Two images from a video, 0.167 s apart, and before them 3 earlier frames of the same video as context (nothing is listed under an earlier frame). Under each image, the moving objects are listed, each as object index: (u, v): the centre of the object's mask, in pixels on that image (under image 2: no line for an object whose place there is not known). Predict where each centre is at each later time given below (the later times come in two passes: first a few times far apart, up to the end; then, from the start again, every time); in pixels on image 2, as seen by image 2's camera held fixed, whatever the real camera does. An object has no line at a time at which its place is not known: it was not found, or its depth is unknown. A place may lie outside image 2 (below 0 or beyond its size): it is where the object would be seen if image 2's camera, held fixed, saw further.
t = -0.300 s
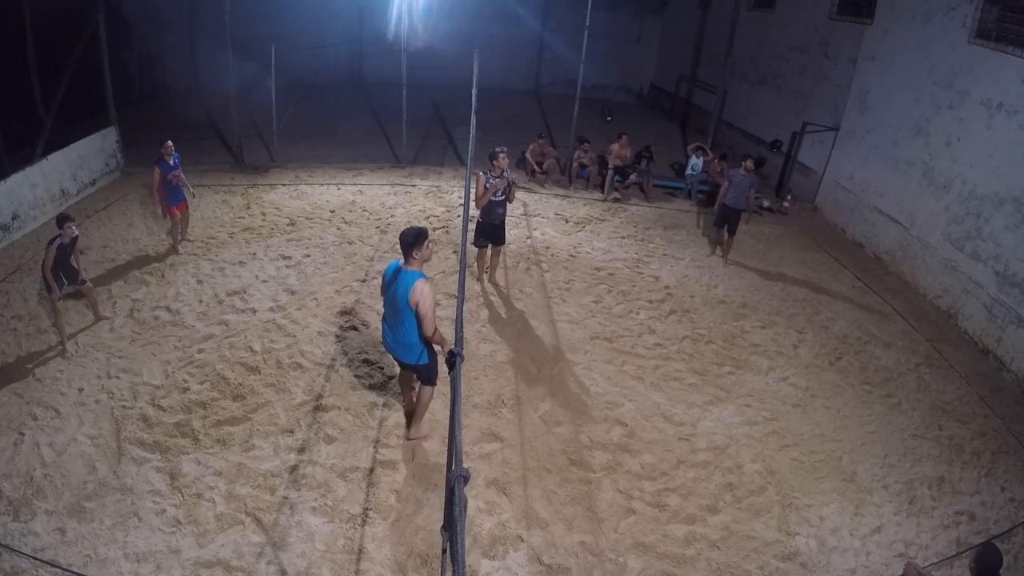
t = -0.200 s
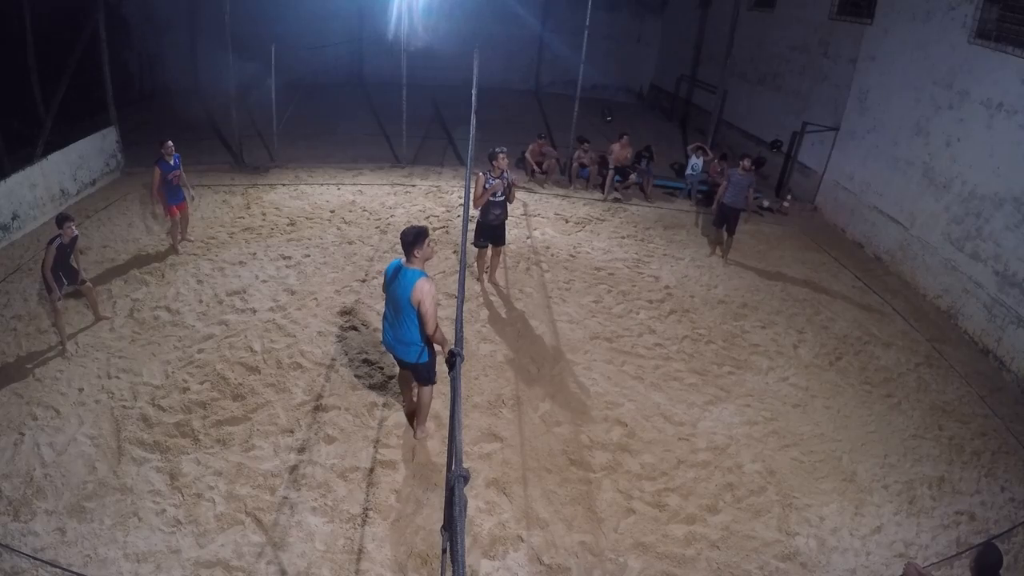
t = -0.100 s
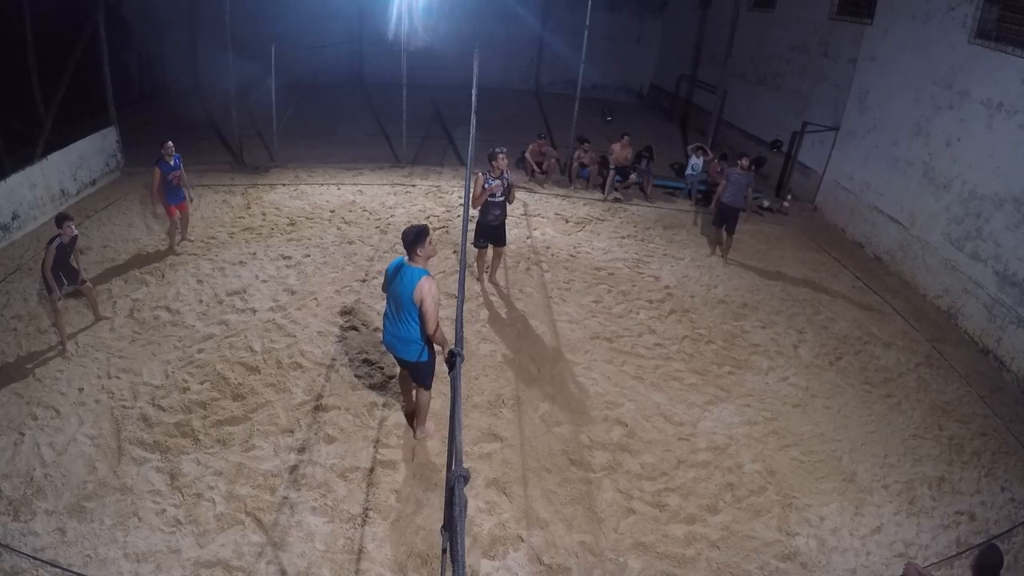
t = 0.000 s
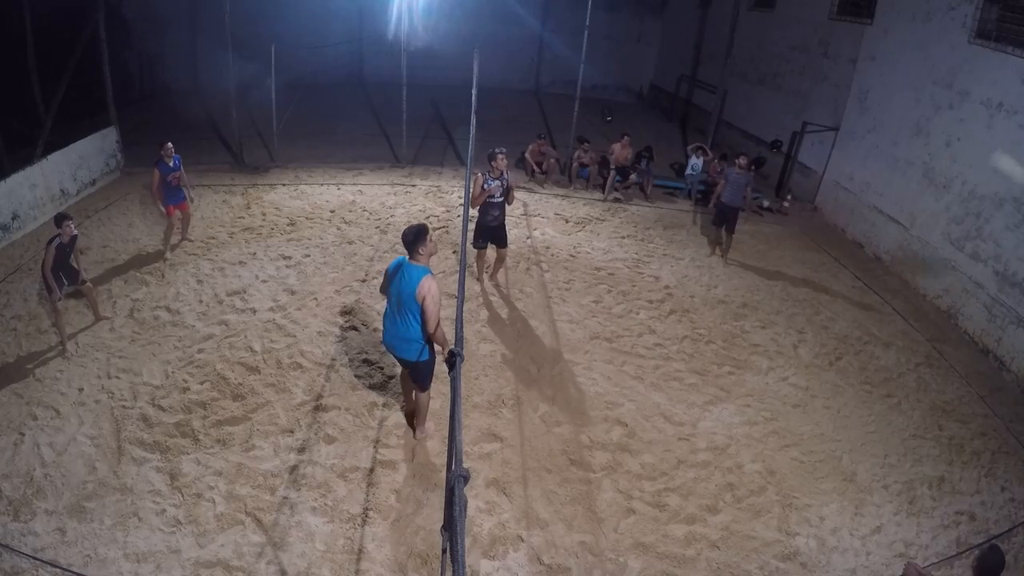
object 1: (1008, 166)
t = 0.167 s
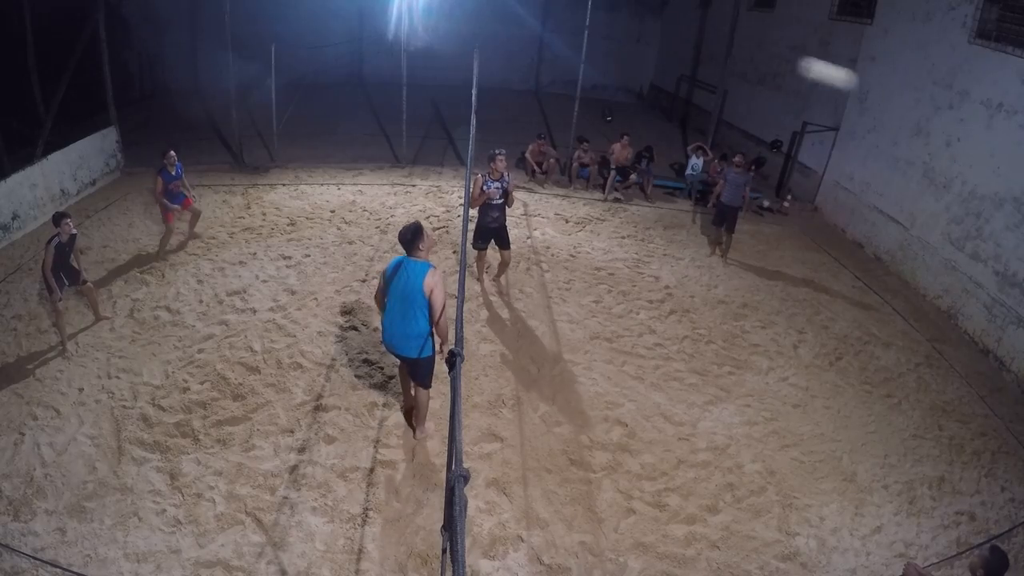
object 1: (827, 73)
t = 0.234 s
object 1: (737, 50)
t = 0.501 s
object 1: (418, 52)
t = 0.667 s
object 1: (295, 99)
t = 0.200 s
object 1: (782, 61)
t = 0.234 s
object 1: (737, 50)
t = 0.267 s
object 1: (691, 43)
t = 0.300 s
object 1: (646, 37)
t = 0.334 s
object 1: (603, 34)
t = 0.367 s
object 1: (561, 34)
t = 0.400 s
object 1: (522, 36)
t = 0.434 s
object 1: (485, 40)
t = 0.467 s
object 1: (451, 45)
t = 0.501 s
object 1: (418, 52)
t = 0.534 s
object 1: (387, 61)
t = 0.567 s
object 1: (361, 70)
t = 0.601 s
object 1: (337, 79)
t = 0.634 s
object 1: (315, 89)
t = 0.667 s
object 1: (295, 99)
